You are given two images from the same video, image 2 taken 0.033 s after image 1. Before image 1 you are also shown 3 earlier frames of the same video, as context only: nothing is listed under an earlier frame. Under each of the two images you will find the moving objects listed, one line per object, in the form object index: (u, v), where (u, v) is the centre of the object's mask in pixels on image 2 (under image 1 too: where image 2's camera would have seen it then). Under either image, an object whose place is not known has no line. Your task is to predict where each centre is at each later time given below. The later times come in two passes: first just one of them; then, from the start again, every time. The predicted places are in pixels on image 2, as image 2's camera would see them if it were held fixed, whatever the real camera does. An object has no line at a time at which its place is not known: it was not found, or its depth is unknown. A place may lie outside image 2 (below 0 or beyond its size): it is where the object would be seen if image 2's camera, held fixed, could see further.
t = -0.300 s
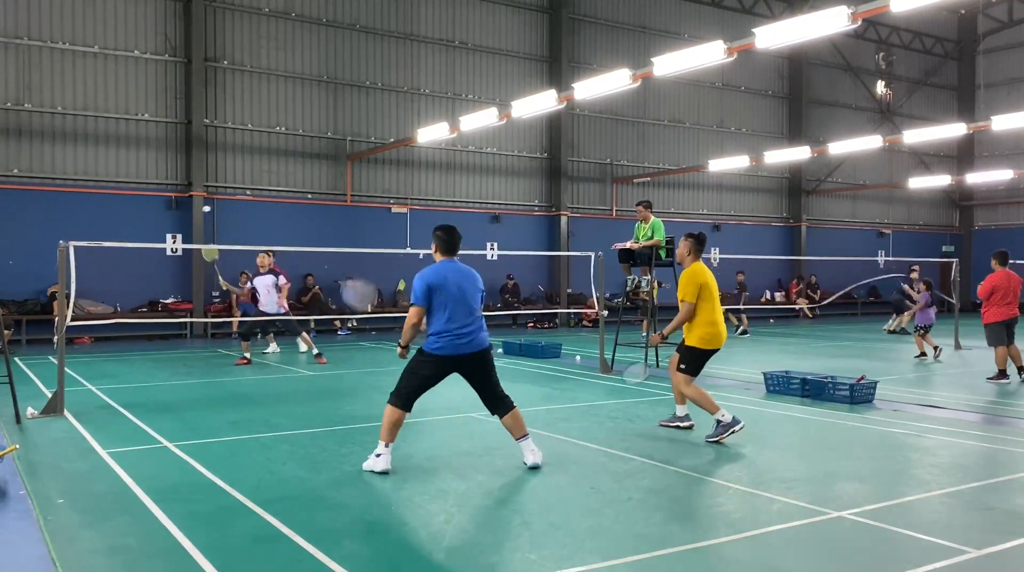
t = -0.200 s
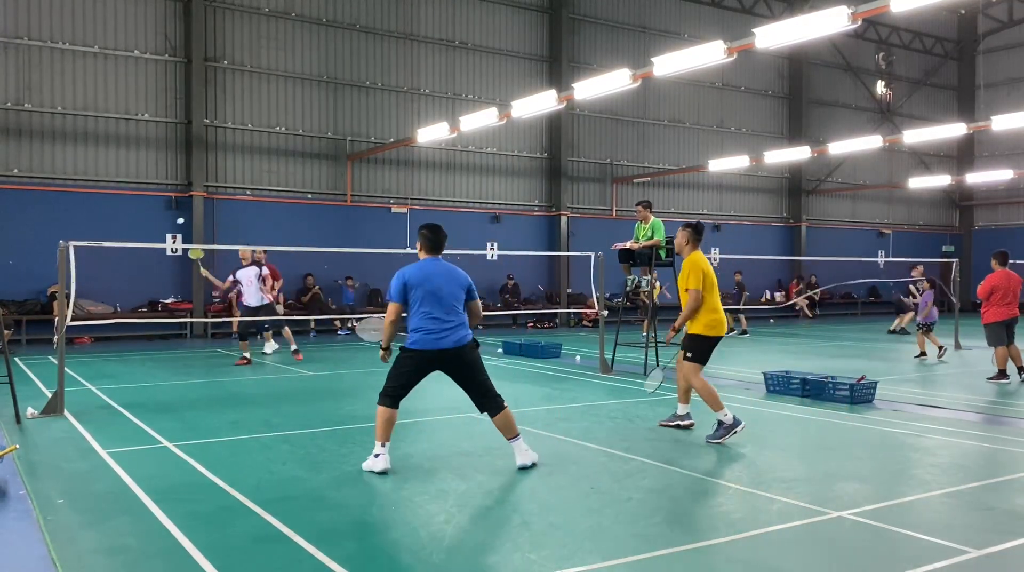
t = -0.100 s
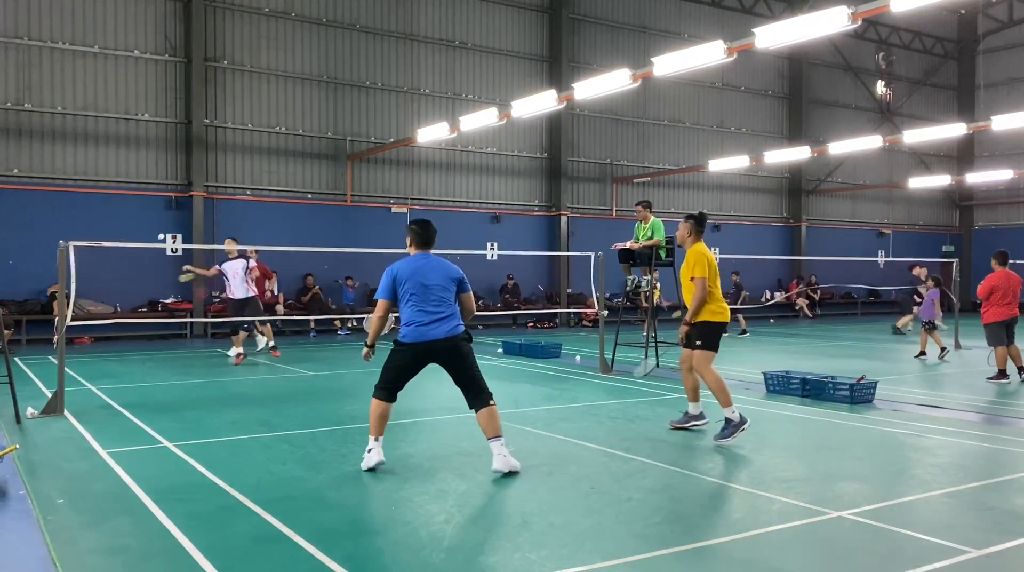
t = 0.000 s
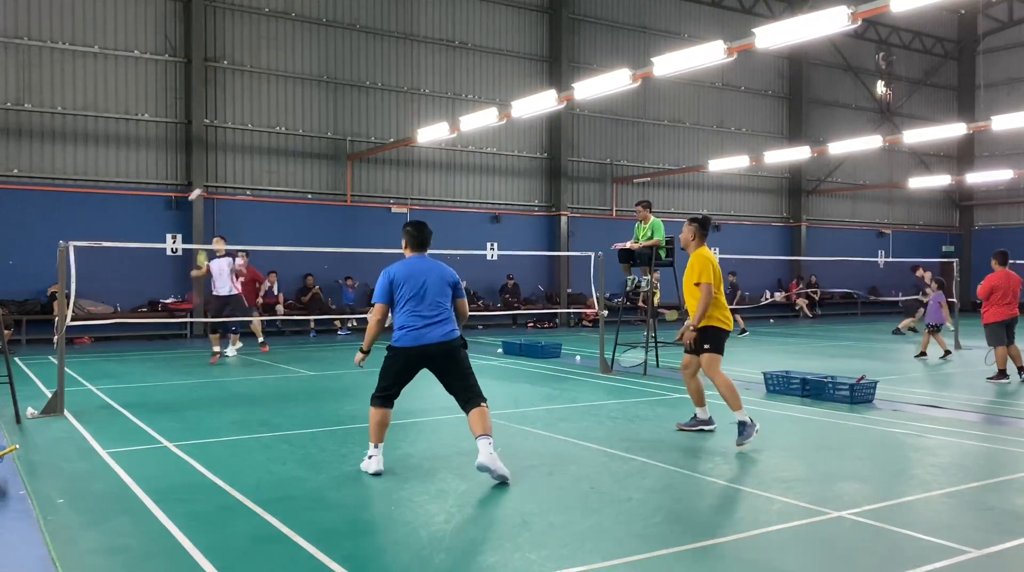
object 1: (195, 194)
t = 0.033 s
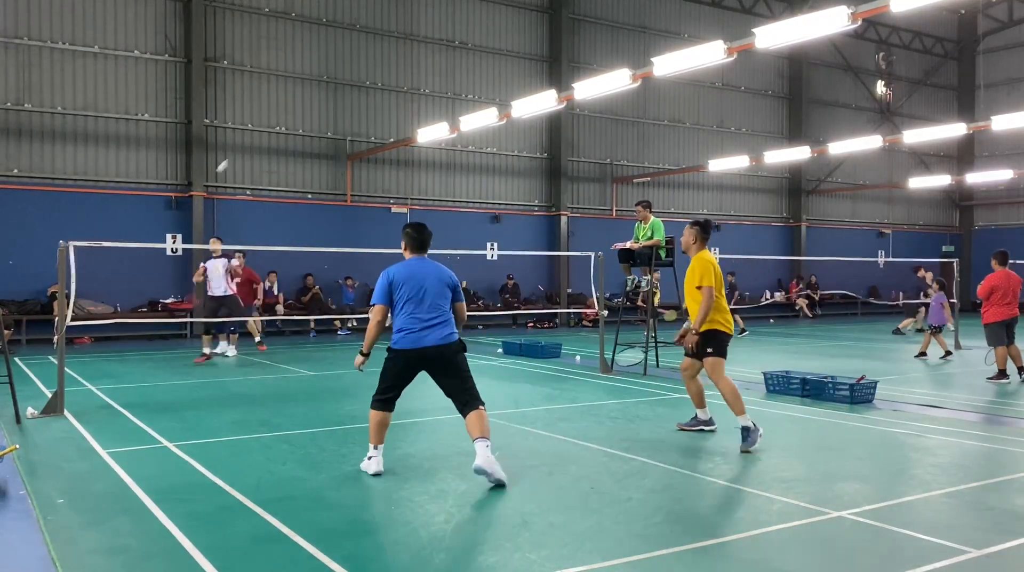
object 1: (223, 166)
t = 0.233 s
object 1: (351, 36)
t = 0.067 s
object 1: (246, 139)
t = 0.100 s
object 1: (269, 114)
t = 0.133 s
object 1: (291, 92)
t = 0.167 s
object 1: (312, 71)
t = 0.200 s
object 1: (331, 53)
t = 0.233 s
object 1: (351, 36)
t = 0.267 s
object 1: (370, 20)
